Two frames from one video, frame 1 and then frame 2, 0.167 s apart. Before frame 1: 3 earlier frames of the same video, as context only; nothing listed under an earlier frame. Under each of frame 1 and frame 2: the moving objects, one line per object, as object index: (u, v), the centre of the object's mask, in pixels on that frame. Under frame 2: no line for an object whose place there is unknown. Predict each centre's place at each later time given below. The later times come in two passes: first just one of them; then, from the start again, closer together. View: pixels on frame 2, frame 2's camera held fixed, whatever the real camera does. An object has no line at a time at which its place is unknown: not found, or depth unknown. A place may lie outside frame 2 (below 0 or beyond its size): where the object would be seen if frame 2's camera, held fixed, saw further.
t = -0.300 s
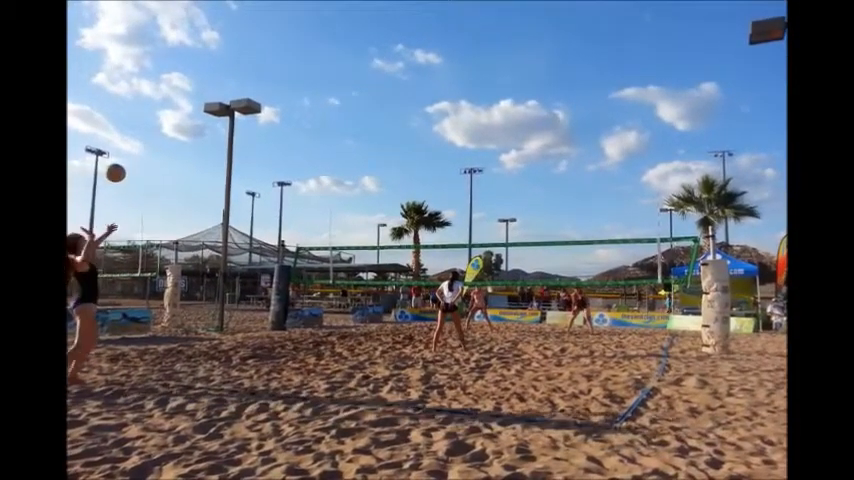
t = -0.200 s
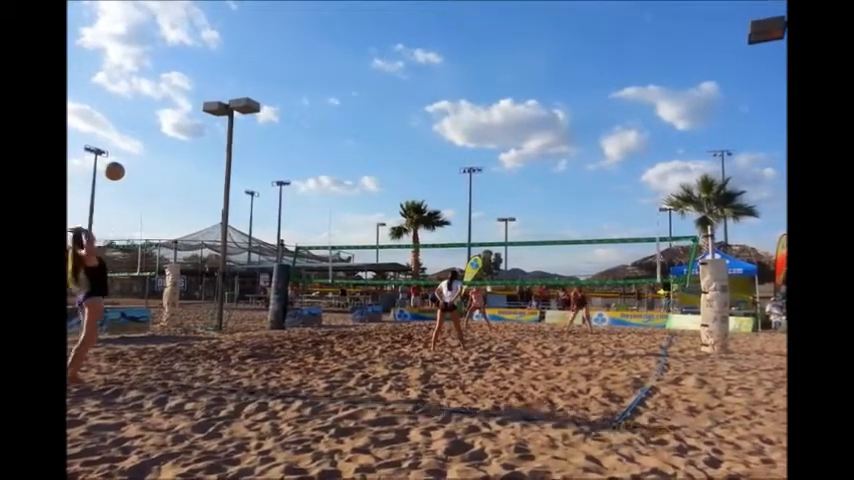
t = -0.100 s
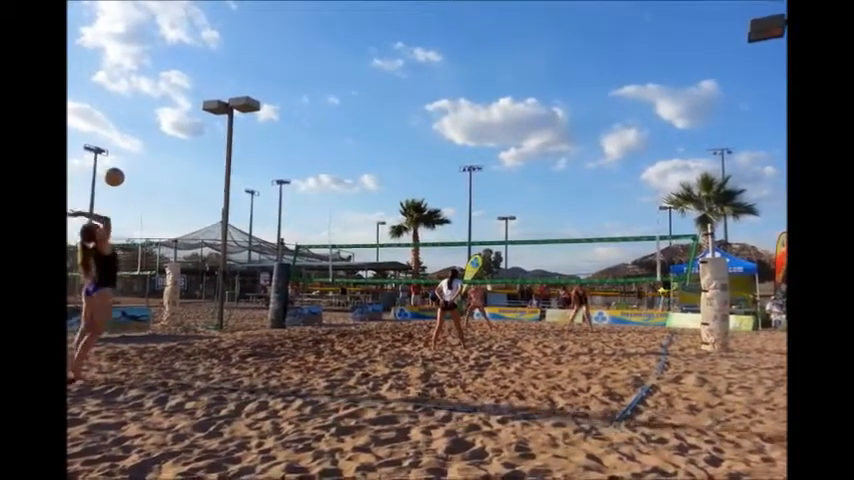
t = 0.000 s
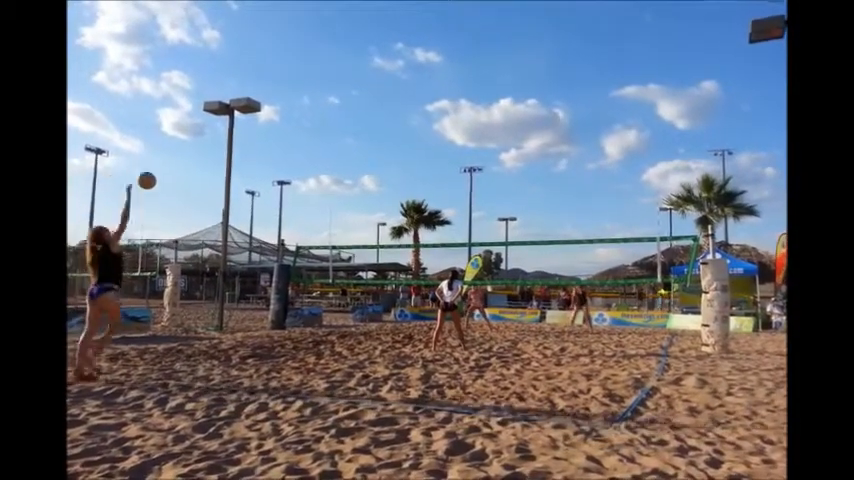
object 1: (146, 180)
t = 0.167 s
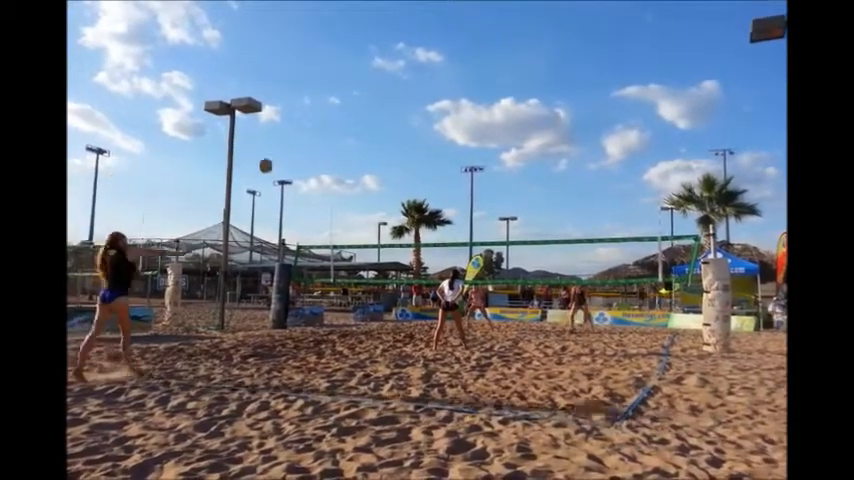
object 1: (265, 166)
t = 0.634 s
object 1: (434, 198)
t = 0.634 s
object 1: (434, 198)
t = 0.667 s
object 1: (440, 202)
